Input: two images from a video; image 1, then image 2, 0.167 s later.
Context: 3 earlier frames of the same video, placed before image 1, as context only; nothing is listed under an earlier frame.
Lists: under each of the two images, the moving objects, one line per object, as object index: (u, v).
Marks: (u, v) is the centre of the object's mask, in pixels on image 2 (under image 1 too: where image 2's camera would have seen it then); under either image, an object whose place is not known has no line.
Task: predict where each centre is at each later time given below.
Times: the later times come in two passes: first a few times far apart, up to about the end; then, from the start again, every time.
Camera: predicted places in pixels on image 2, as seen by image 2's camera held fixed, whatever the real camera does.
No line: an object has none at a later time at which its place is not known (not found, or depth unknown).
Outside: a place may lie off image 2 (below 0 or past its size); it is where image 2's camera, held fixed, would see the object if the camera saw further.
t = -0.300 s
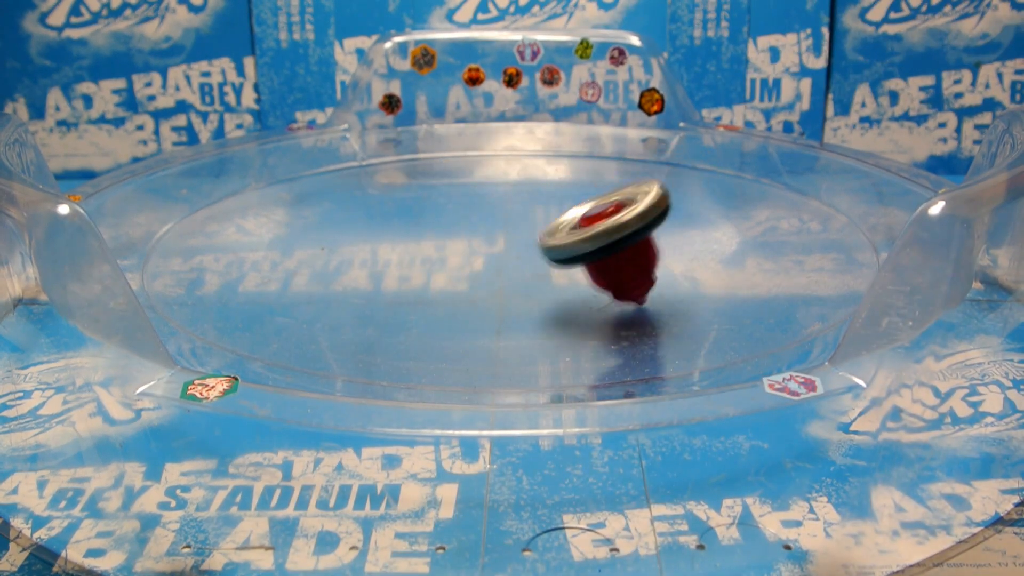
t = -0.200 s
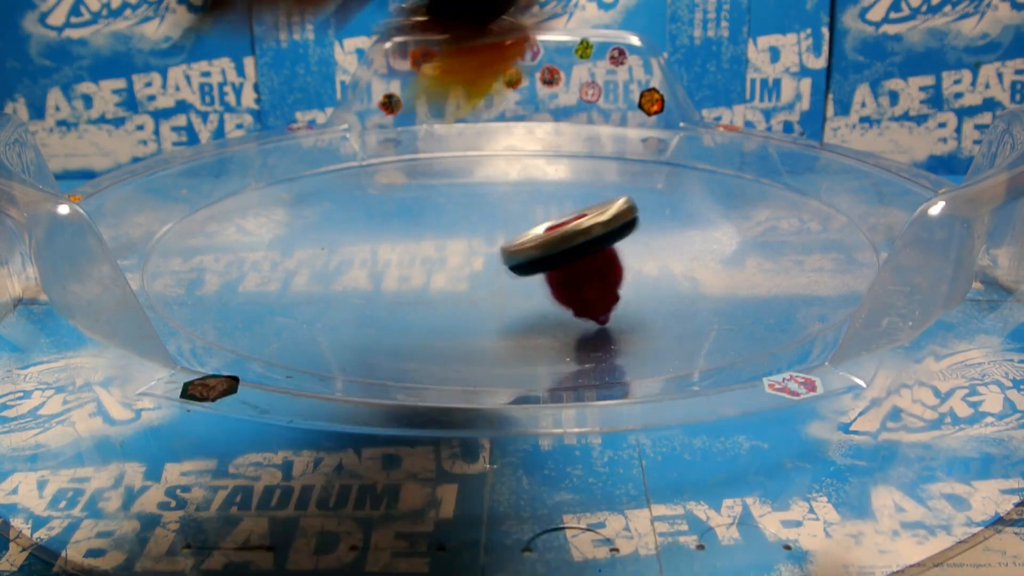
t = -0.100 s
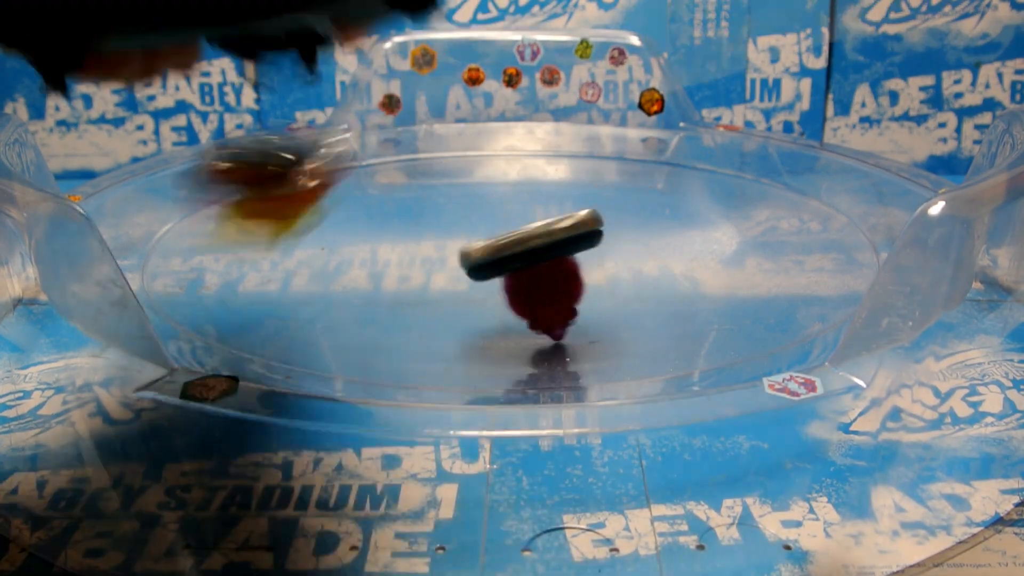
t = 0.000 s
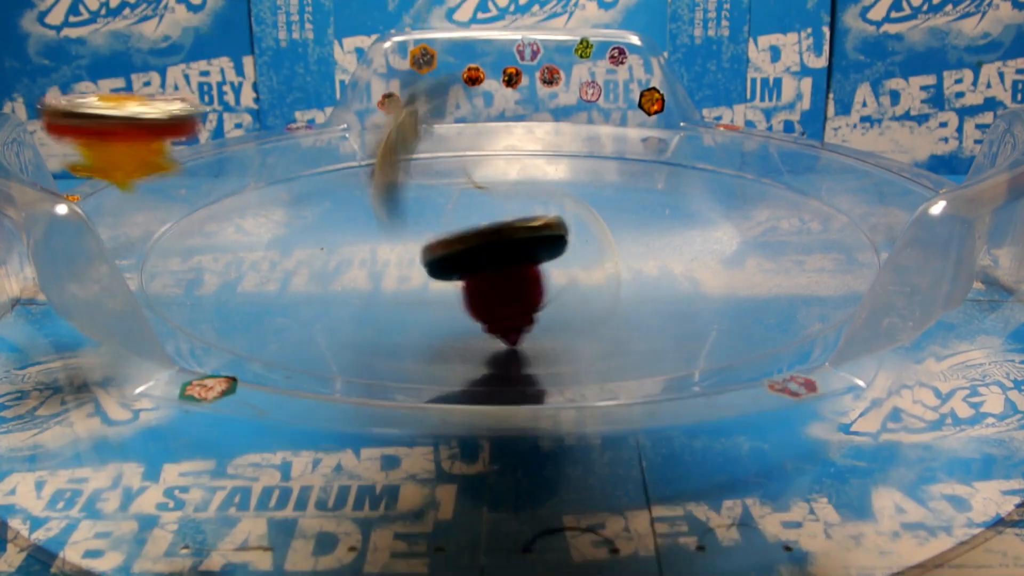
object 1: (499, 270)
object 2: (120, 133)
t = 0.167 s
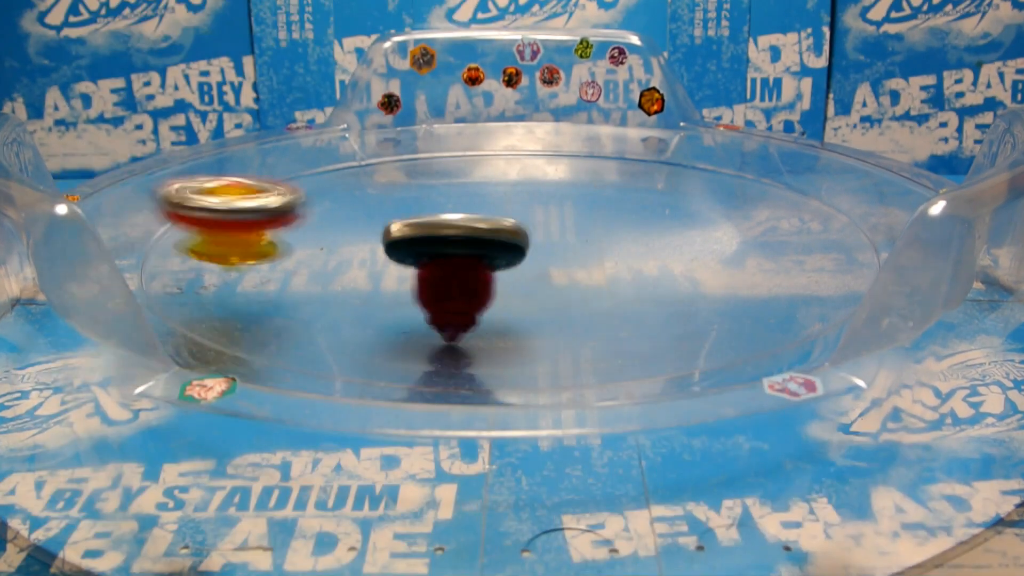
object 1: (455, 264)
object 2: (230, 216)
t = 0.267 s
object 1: (522, 264)
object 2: (318, 237)
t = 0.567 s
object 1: (618, 216)
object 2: (353, 223)
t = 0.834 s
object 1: (553, 167)
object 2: (472, 242)
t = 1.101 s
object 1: (561, 137)
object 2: (486, 209)
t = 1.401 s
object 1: (560, 167)
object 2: (479, 263)
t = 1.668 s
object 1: (424, 187)
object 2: (818, 205)
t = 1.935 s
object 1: (270, 184)
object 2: (702, 165)
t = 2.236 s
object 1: (311, 251)
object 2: (434, 219)
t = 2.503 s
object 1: (369, 261)
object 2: (569, 293)
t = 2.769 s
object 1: (481, 240)
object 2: (763, 221)
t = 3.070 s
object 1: (340, 262)
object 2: (495, 151)
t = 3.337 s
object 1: (325, 269)
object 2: (259, 194)
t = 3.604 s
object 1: (484, 235)
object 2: (427, 309)
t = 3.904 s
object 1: (540, 219)
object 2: (725, 209)
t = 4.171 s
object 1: (569, 223)
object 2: (469, 157)
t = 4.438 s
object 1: (545, 249)
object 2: (298, 242)
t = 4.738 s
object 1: (478, 244)
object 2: (663, 280)
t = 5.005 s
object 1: (473, 223)
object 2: (679, 185)
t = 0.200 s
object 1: (448, 262)
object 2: (282, 239)
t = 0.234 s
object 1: (472, 262)
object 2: (312, 241)
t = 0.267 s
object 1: (522, 264)
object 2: (318, 237)
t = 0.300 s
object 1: (564, 265)
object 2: (328, 232)
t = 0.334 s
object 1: (599, 262)
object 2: (339, 228)
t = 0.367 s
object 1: (625, 258)
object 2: (349, 226)
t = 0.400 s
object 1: (641, 251)
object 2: (357, 224)
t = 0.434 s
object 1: (647, 244)
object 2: (362, 224)
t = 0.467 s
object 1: (645, 237)
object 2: (364, 223)
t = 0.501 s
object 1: (638, 230)
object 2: (364, 223)
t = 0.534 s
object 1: (628, 224)
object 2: (359, 223)
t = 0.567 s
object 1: (618, 216)
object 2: (353, 223)
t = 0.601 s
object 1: (607, 209)
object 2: (348, 225)
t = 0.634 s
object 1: (597, 202)
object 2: (347, 229)
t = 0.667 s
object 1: (589, 196)
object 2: (354, 234)
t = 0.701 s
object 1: (581, 189)
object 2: (369, 240)
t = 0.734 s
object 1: (574, 183)
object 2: (390, 243)
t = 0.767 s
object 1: (566, 177)
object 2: (416, 245)
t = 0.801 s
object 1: (559, 172)
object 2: (444, 245)
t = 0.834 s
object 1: (553, 167)
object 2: (472, 242)
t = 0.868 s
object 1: (547, 161)
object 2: (496, 236)
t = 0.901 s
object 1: (544, 155)
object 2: (511, 230)
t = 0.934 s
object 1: (550, 148)
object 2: (516, 229)
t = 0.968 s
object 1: (554, 143)
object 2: (518, 226)
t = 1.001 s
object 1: (554, 140)
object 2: (519, 222)
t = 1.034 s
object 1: (554, 138)
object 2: (516, 217)
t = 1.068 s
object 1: (555, 135)
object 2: (504, 211)
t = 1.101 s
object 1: (561, 137)
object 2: (486, 209)
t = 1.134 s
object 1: (568, 136)
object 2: (465, 206)
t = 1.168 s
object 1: (571, 136)
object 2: (445, 206)
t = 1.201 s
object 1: (573, 137)
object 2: (426, 210)
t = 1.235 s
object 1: (572, 139)
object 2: (412, 216)
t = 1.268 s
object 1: (571, 142)
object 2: (405, 225)
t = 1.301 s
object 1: (567, 147)
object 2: (407, 235)
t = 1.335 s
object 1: (565, 152)
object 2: (420, 247)
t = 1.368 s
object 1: (561, 159)
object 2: (444, 257)
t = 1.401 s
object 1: (560, 167)
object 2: (479, 263)
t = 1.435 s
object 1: (560, 175)
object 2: (520, 268)
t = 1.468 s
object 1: (558, 179)
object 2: (562, 267)
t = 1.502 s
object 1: (558, 185)
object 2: (602, 262)
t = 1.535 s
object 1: (556, 196)
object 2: (637, 252)
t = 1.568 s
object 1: (559, 209)
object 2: (669, 241)
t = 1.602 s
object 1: (515, 194)
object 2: (727, 220)
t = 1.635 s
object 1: (467, 195)
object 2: (781, 215)
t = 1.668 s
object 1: (424, 187)
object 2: (818, 205)
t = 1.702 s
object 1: (389, 182)
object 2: (844, 196)
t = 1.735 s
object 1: (357, 173)
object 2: (855, 185)
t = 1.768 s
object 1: (328, 177)
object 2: (836, 183)
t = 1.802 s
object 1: (308, 172)
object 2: (812, 180)
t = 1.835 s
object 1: (292, 173)
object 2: (787, 178)
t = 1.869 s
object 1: (282, 175)
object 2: (762, 174)
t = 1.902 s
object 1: (274, 179)
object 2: (734, 170)
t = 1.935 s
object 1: (270, 184)
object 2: (702, 165)
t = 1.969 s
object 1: (270, 190)
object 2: (662, 164)
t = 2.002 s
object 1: (273, 198)
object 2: (618, 167)
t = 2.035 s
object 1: (282, 204)
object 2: (569, 174)
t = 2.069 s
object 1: (295, 213)
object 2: (520, 183)
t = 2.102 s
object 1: (309, 219)
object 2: (476, 194)
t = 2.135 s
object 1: (328, 226)
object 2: (441, 206)
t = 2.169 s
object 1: (332, 236)
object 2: (428, 211)
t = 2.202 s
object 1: (318, 244)
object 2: (428, 213)
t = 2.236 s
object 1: (311, 251)
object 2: (434, 219)
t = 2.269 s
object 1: (312, 256)
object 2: (440, 228)
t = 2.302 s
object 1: (318, 260)
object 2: (444, 238)
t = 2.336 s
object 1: (329, 262)
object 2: (450, 250)
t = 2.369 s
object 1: (341, 263)
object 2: (458, 264)
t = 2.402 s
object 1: (354, 264)
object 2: (470, 277)
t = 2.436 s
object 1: (360, 255)
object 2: (490, 284)
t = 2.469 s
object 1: (359, 258)
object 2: (524, 290)
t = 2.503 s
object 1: (369, 261)
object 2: (569, 293)
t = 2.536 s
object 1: (382, 262)
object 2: (621, 292)
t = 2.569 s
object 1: (398, 259)
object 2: (671, 288)
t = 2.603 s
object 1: (413, 256)
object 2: (717, 279)
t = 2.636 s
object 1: (431, 253)
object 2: (757, 267)
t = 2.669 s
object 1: (445, 250)
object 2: (782, 254)
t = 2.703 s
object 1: (458, 247)
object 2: (791, 242)
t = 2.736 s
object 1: (469, 244)
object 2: (785, 229)
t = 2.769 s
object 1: (481, 240)
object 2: (763, 221)
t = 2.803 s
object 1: (490, 237)
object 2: (731, 214)
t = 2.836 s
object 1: (498, 234)
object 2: (691, 209)
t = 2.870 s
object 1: (507, 231)
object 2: (647, 207)
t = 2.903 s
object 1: (516, 228)
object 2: (611, 204)
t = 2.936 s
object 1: (508, 222)
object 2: (584, 189)
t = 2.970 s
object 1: (463, 232)
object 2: (553, 175)
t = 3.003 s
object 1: (419, 241)
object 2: (533, 165)
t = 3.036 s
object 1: (382, 237)
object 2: (514, 156)
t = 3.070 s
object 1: (340, 262)
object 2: (495, 151)
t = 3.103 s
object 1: (311, 262)
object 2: (474, 150)
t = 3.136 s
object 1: (288, 264)
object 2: (450, 151)
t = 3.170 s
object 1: (276, 270)
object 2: (423, 156)
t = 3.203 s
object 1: (275, 270)
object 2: (391, 161)
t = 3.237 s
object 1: (281, 270)
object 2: (357, 168)
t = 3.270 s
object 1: (292, 267)
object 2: (320, 173)
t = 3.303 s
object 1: (306, 269)
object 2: (287, 183)
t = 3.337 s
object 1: (325, 269)
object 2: (259, 194)
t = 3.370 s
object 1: (346, 268)
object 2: (238, 210)
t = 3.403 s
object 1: (367, 267)
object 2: (227, 227)
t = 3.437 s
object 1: (390, 266)
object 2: (225, 243)
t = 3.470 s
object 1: (414, 265)
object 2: (236, 260)
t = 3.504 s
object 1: (436, 263)
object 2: (262, 276)
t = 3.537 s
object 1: (453, 261)
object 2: (305, 290)
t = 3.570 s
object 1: (470, 255)
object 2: (361, 300)
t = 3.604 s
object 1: (484, 235)
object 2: (427, 309)
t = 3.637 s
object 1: (492, 229)
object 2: (497, 311)
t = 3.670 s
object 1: (495, 232)
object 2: (562, 306)
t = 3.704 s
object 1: (503, 236)
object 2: (628, 299)
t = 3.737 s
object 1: (510, 232)
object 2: (675, 287)
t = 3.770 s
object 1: (516, 228)
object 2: (710, 273)
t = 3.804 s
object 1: (522, 225)
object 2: (730, 257)
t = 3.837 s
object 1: (529, 223)
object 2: (738, 242)
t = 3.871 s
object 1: (535, 221)
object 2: (736, 225)
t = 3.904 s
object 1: (540, 219)
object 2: (725, 209)
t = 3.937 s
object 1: (545, 218)
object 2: (707, 195)
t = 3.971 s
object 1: (549, 217)
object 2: (684, 183)
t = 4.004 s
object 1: (554, 216)
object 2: (657, 173)
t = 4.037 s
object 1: (558, 216)
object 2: (630, 161)
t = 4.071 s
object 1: (562, 217)
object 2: (593, 148)
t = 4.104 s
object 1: (565, 218)
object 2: (549, 146)
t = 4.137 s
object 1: (567, 221)
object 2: (509, 154)
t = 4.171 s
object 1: (569, 223)
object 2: (469, 157)
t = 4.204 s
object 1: (569, 225)
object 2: (431, 160)
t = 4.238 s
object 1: (568, 228)
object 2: (394, 165)
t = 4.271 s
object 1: (567, 232)
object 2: (361, 174)
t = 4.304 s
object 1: (565, 236)
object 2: (334, 184)
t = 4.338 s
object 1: (561, 239)
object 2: (312, 197)
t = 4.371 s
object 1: (557, 242)
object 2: (299, 211)
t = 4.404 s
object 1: (552, 246)
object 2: (293, 227)
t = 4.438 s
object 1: (545, 249)
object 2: (298, 242)
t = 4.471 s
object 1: (538, 252)
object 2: (313, 258)
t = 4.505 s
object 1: (530, 253)
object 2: (338, 272)
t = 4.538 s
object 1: (521, 252)
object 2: (373, 283)
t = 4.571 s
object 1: (520, 248)
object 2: (418, 292)
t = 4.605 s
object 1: (509, 227)
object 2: (469, 297)
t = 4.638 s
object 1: (496, 226)
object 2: (519, 297)
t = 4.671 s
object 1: (486, 240)
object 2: (570, 295)
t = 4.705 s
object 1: (483, 245)
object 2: (621, 288)
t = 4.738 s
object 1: (478, 244)
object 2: (663, 280)
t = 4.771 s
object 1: (472, 243)
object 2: (697, 267)
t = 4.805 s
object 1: (468, 242)
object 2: (723, 255)
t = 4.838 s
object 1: (466, 241)
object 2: (737, 239)
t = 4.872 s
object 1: (465, 240)
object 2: (742, 226)
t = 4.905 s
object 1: (464, 236)
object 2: (737, 213)
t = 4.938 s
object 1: (466, 231)
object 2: (724, 202)
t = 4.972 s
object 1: (469, 227)
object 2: (705, 192)
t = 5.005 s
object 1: (473, 223)
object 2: (679, 185)
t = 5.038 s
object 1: (478, 220)
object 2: (650, 179)
